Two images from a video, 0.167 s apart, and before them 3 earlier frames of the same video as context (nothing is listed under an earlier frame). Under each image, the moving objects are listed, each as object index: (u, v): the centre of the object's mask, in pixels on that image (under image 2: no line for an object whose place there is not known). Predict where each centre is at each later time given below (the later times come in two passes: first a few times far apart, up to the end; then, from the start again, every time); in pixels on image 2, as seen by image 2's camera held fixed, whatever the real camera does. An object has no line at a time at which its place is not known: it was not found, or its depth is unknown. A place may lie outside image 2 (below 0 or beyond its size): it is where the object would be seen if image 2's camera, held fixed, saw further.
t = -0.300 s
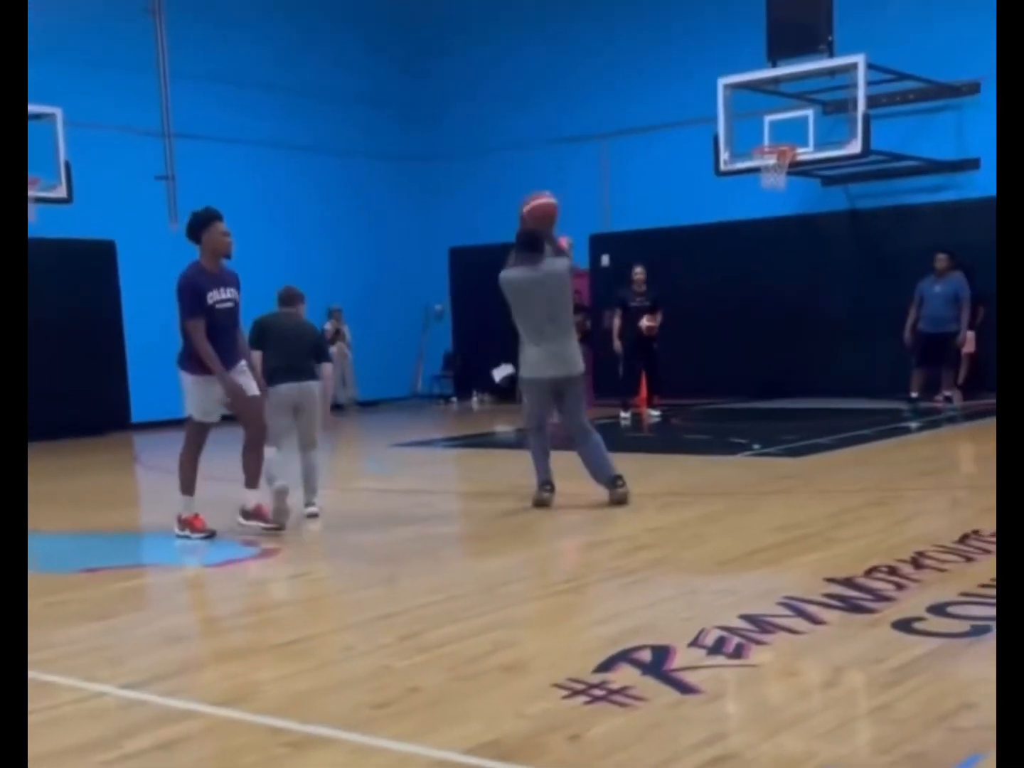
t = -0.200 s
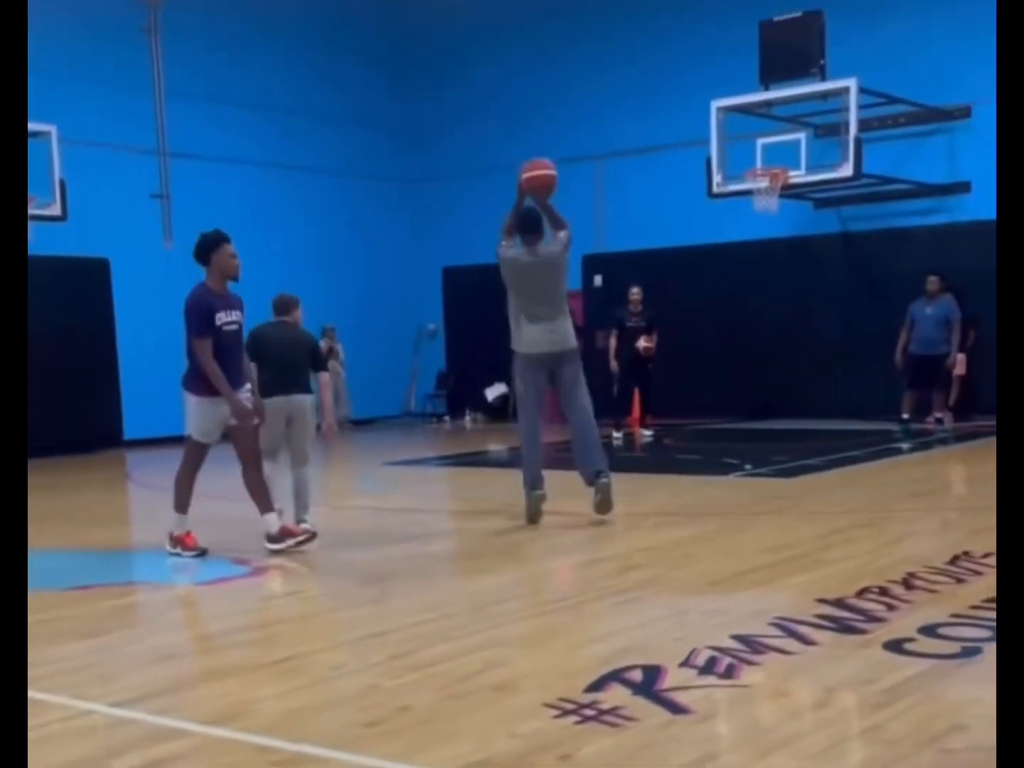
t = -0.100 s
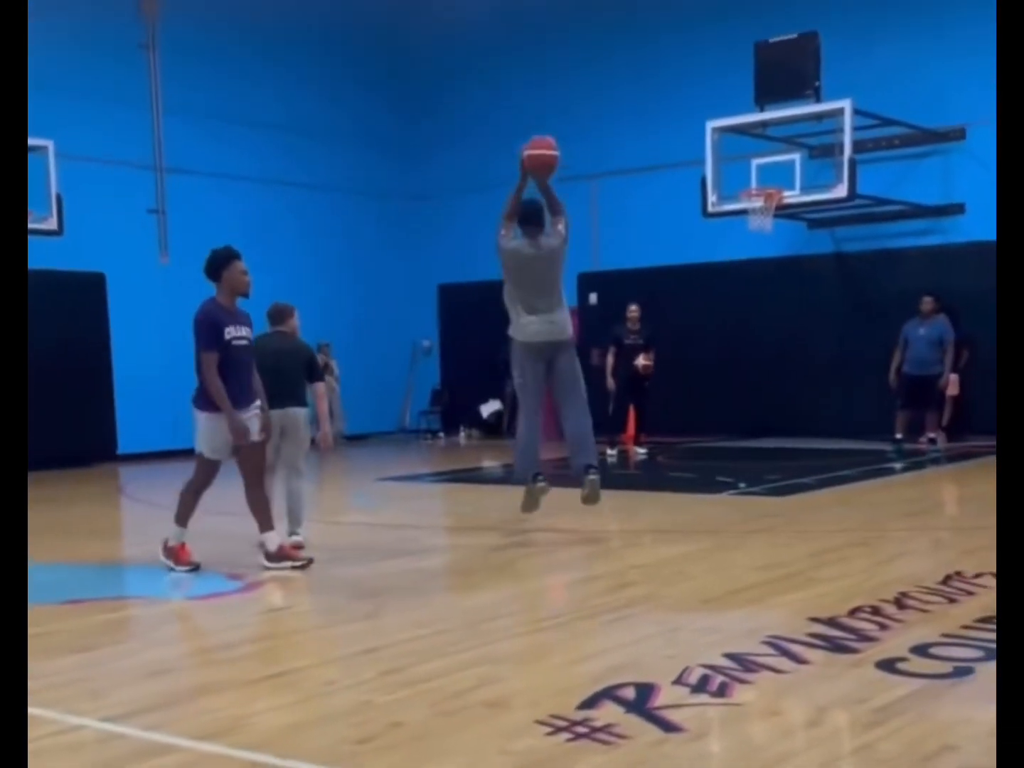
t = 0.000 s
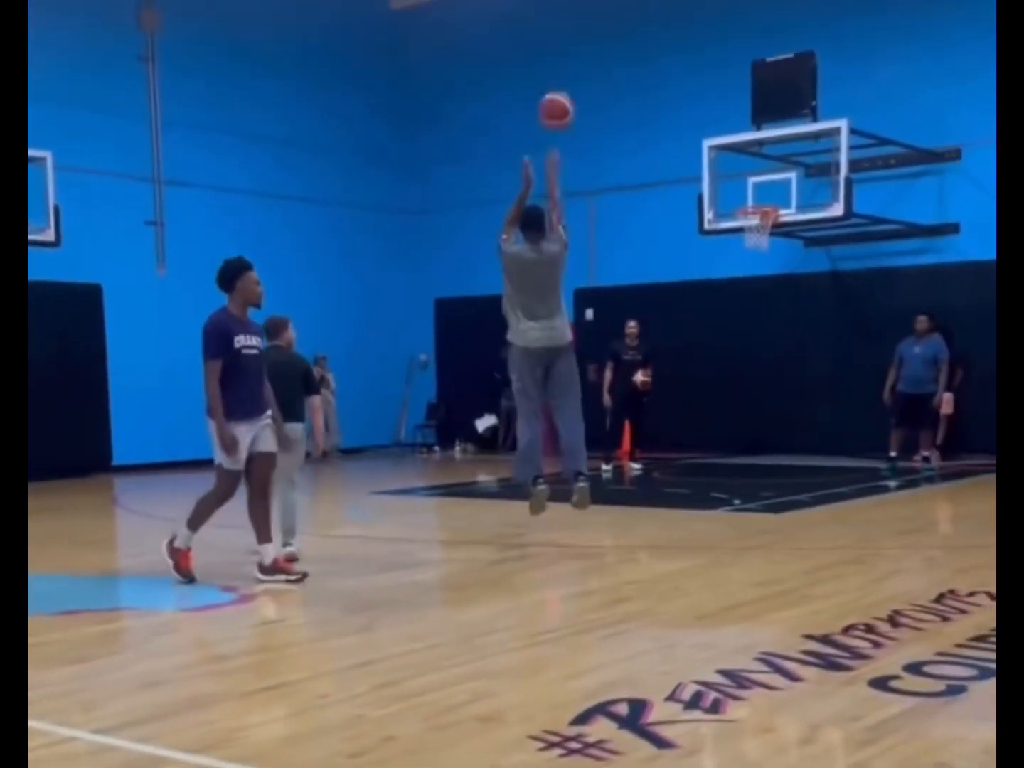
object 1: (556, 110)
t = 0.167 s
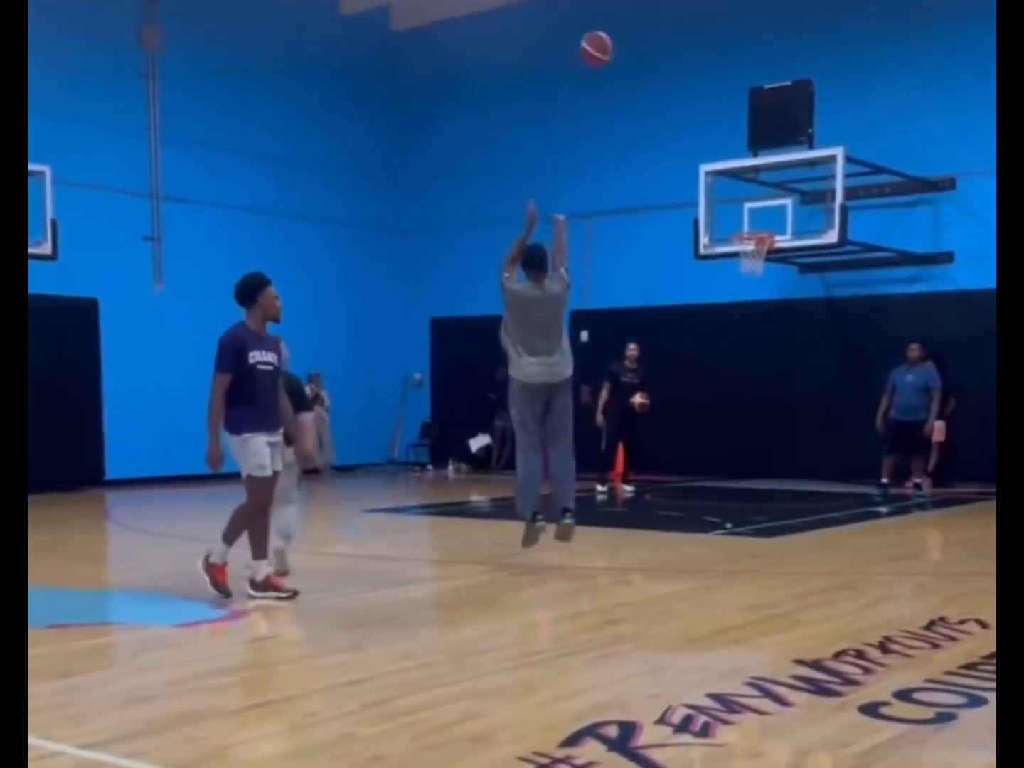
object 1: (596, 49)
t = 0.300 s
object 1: (625, 13)
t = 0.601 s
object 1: (678, 21)
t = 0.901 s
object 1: (718, 109)
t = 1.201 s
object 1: (755, 245)
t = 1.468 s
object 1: (791, 305)
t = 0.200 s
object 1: (604, 37)
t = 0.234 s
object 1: (610, 29)
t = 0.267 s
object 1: (618, 20)
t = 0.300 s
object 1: (625, 13)
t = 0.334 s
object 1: (631, 10)
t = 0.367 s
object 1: (638, 7)
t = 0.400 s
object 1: (643, 4)
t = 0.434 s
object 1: (650, 5)
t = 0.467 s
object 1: (656, 5)
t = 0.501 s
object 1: (661, 7)
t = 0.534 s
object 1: (667, 11)
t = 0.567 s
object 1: (673, 15)
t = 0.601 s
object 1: (678, 21)
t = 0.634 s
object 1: (683, 28)
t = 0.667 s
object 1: (688, 35)
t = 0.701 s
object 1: (692, 43)
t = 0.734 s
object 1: (697, 53)
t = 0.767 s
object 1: (701, 62)
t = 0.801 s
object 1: (706, 73)
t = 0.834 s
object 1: (709, 85)
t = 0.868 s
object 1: (715, 97)
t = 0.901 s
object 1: (718, 109)
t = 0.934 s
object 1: (723, 123)
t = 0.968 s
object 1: (726, 137)
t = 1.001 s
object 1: (729, 152)
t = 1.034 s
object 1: (734, 167)
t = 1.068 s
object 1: (738, 182)
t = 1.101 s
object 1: (741, 200)
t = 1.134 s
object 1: (744, 217)
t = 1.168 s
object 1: (746, 234)
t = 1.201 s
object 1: (755, 245)
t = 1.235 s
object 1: (764, 255)
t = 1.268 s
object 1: (768, 257)
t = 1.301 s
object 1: (772, 265)
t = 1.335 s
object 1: (777, 271)
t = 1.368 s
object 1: (781, 279)
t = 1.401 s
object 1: (784, 286)
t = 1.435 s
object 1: (787, 294)
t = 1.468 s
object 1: (791, 305)
